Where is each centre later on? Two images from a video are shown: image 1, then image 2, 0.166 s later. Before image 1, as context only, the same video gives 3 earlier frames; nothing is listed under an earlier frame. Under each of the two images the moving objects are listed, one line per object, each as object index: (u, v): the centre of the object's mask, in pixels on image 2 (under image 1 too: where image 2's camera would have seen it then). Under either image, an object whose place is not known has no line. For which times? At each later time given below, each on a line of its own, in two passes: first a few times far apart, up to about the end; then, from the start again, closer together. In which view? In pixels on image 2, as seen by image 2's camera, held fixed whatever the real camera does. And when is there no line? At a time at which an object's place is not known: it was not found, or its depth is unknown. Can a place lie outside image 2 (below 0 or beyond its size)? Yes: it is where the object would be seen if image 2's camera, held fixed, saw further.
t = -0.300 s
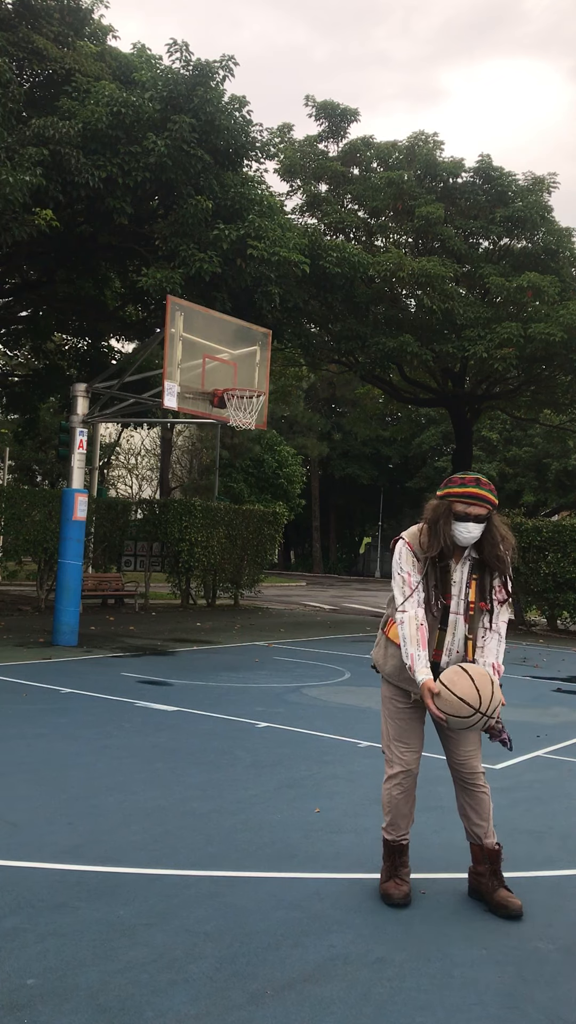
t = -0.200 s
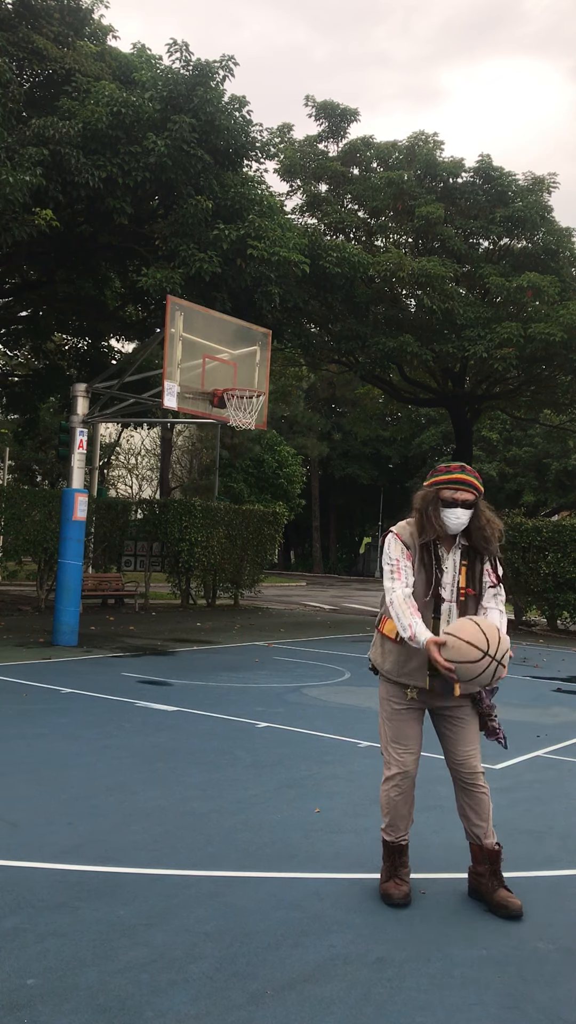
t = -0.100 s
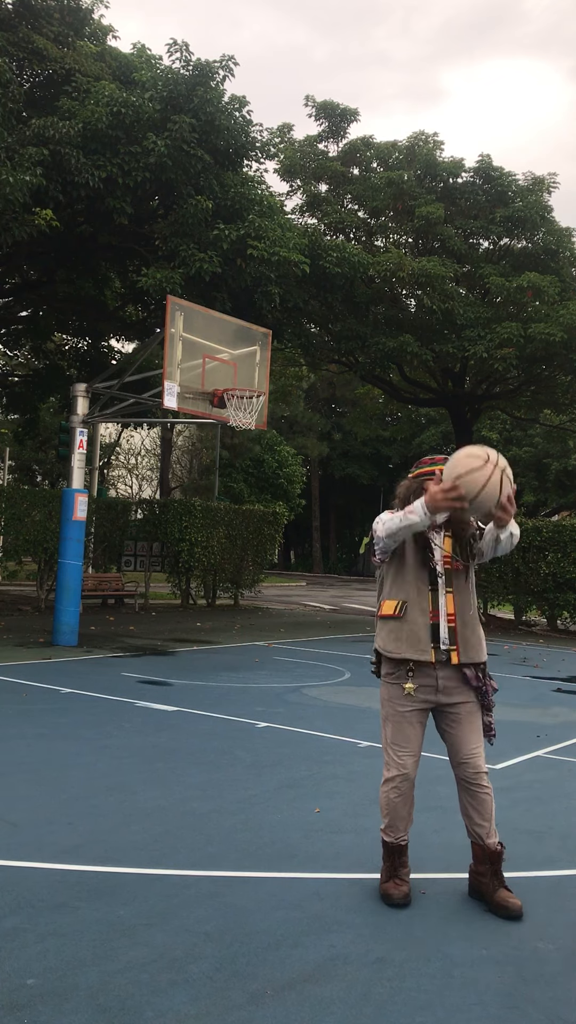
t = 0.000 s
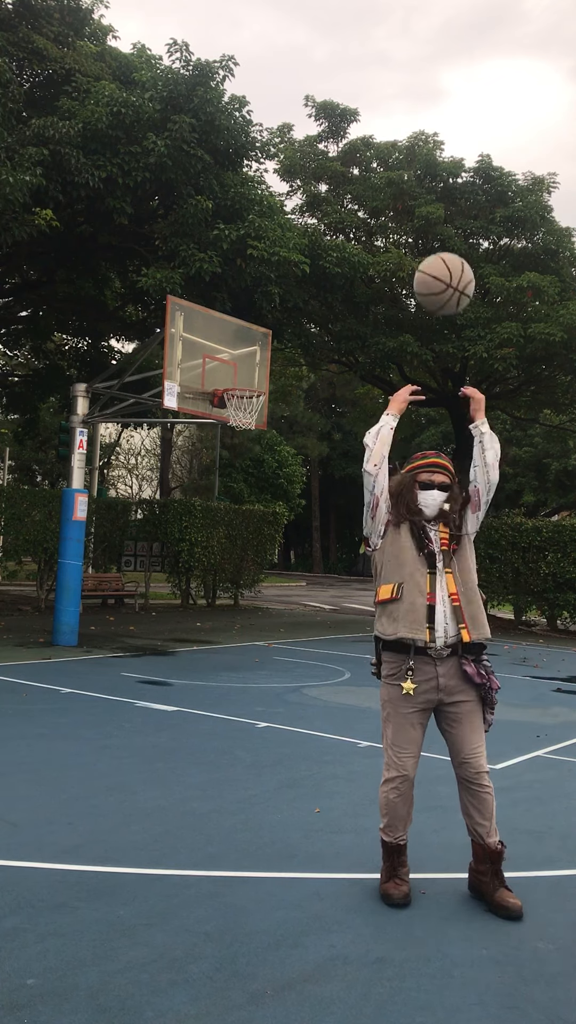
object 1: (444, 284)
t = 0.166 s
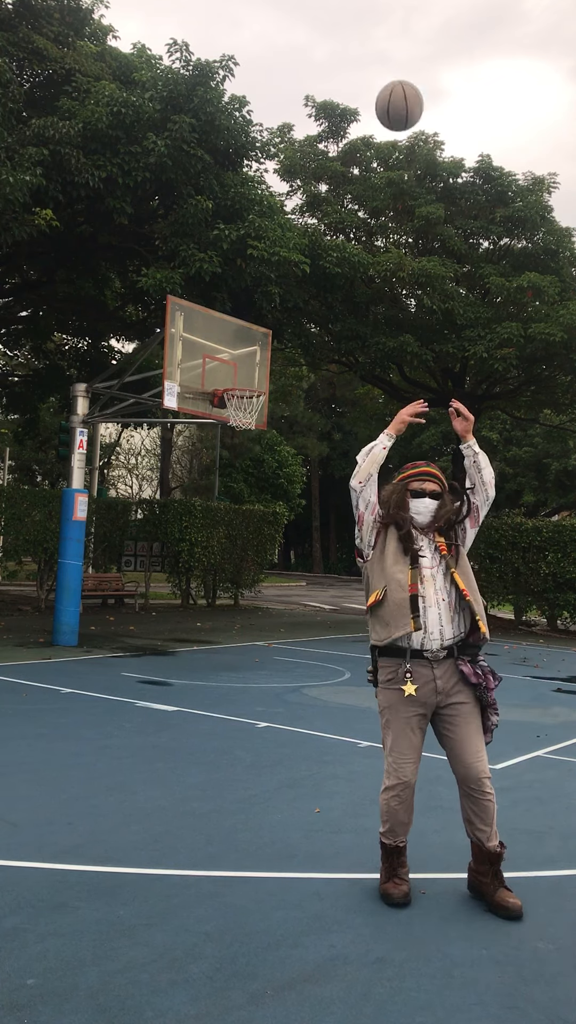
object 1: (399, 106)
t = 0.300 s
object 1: (373, 38)
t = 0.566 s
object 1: (336, 13)
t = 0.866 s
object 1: (305, 79)
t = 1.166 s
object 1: (279, 208)
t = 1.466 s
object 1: (258, 378)
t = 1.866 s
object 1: (331, 616)
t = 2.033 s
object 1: (364, 602)
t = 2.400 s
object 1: (432, 496)
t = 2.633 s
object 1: (474, 487)
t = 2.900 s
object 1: (519, 533)
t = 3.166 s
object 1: (561, 640)
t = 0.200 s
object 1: (392, 84)
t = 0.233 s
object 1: (385, 66)
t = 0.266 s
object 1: (379, 51)
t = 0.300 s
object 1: (373, 38)
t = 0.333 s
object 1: (368, 28)
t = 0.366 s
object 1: (363, 20)
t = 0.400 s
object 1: (358, 16)
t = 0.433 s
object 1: (353, 14)
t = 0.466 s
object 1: (348, 13)
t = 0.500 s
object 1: (344, 12)
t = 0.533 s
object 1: (340, 12)
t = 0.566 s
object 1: (336, 13)
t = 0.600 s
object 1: (332, 15)
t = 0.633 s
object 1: (328, 18)
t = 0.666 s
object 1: (325, 24)
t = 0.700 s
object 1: (321, 31)
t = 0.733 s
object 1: (317, 39)
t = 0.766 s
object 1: (314, 48)
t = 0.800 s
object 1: (311, 58)
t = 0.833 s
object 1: (308, 68)
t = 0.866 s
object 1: (305, 79)
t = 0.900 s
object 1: (302, 91)
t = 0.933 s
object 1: (299, 104)
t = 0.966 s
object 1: (296, 117)
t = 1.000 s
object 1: (293, 131)
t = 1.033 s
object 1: (290, 144)
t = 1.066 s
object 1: (288, 160)
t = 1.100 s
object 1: (285, 176)
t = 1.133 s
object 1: (282, 192)
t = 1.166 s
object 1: (279, 208)
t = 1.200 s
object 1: (277, 225)
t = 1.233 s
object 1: (274, 244)
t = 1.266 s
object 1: (272, 262)
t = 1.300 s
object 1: (269, 281)
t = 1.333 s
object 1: (267, 300)
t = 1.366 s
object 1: (265, 319)
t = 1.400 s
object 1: (262, 338)
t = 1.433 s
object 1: (260, 357)
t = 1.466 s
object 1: (258, 378)
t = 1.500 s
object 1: (259, 393)
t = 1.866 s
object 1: (331, 616)
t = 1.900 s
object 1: (338, 641)
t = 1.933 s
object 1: (345, 651)
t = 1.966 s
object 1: (352, 634)
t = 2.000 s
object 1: (357, 616)
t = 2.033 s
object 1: (364, 602)
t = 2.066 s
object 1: (370, 588)
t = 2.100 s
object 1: (376, 573)
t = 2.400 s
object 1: (432, 496)
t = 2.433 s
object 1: (438, 492)
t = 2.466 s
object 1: (444, 489)
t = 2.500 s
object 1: (450, 487)
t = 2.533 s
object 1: (456, 485)
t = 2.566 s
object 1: (462, 485)
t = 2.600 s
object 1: (468, 486)
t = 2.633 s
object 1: (474, 487)
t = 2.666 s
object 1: (480, 489)
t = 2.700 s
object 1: (486, 492)
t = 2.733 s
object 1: (491, 497)
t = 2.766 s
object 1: (497, 503)
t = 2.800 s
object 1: (502, 509)
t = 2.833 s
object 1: (508, 515)
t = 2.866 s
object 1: (514, 524)
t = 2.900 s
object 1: (519, 533)
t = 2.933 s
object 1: (524, 543)
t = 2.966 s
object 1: (530, 554)
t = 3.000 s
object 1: (535, 566)
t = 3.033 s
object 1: (540, 579)
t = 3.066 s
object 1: (545, 593)
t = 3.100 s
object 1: (551, 608)
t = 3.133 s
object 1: (555, 624)
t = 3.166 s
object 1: (561, 640)
